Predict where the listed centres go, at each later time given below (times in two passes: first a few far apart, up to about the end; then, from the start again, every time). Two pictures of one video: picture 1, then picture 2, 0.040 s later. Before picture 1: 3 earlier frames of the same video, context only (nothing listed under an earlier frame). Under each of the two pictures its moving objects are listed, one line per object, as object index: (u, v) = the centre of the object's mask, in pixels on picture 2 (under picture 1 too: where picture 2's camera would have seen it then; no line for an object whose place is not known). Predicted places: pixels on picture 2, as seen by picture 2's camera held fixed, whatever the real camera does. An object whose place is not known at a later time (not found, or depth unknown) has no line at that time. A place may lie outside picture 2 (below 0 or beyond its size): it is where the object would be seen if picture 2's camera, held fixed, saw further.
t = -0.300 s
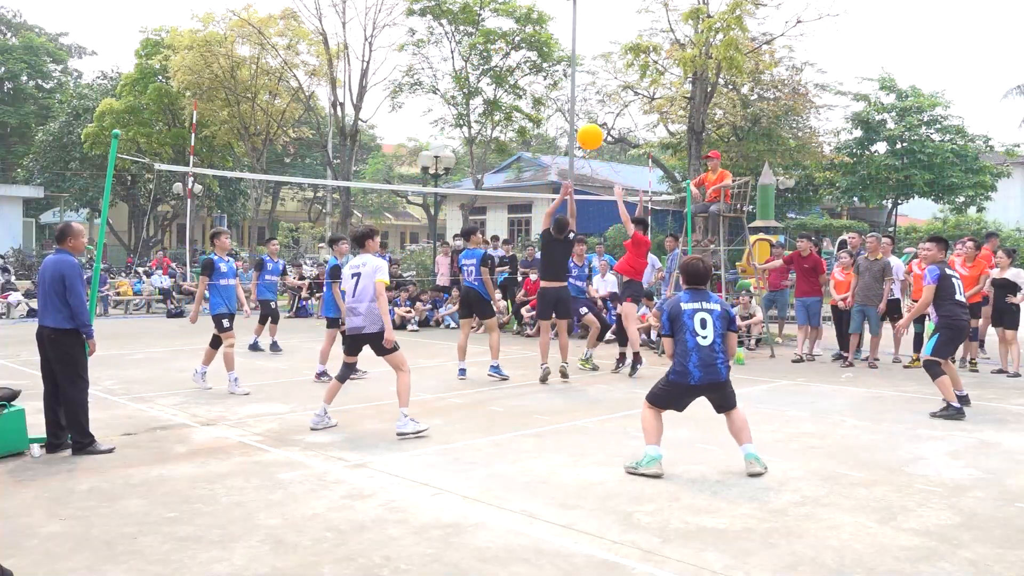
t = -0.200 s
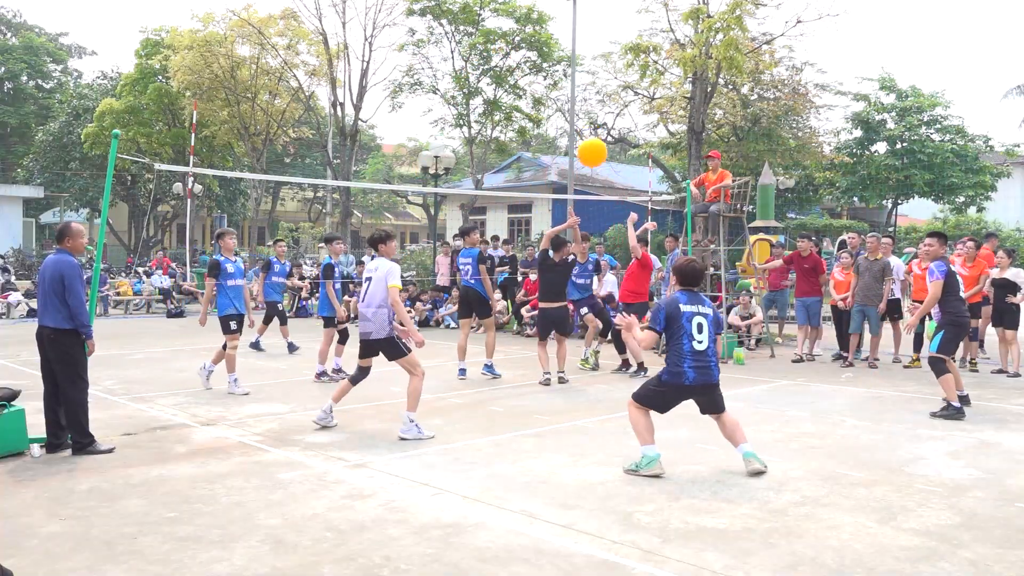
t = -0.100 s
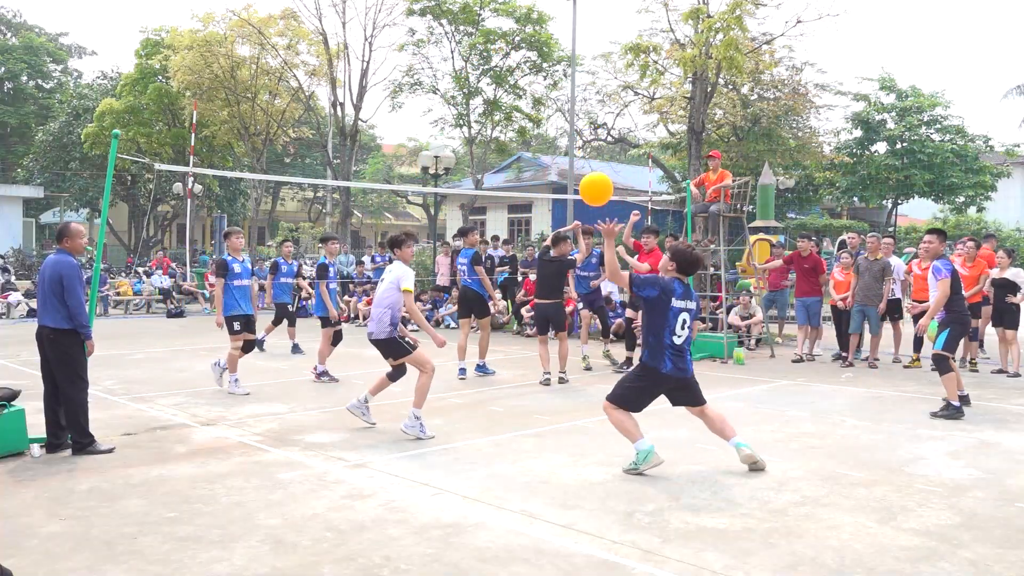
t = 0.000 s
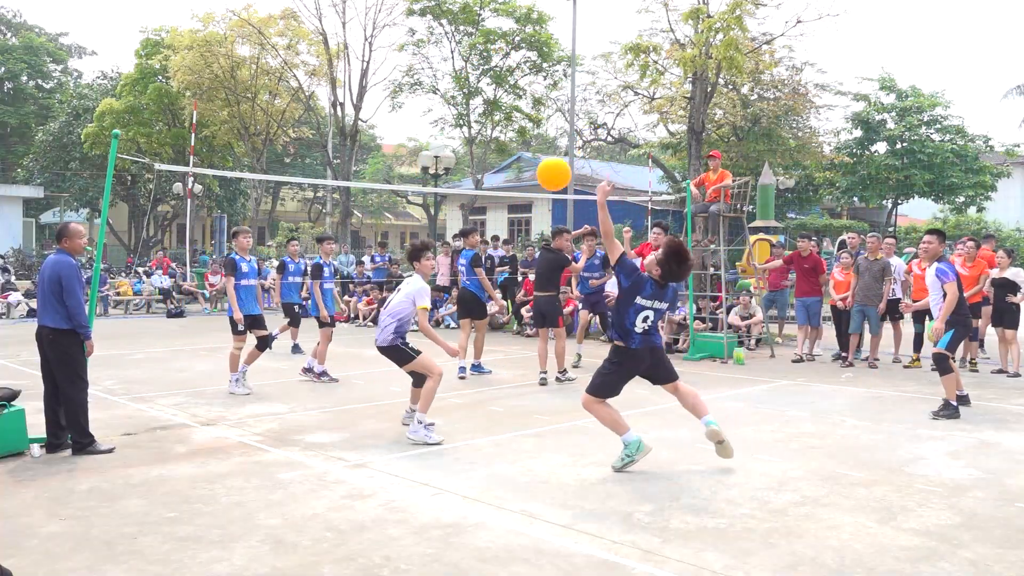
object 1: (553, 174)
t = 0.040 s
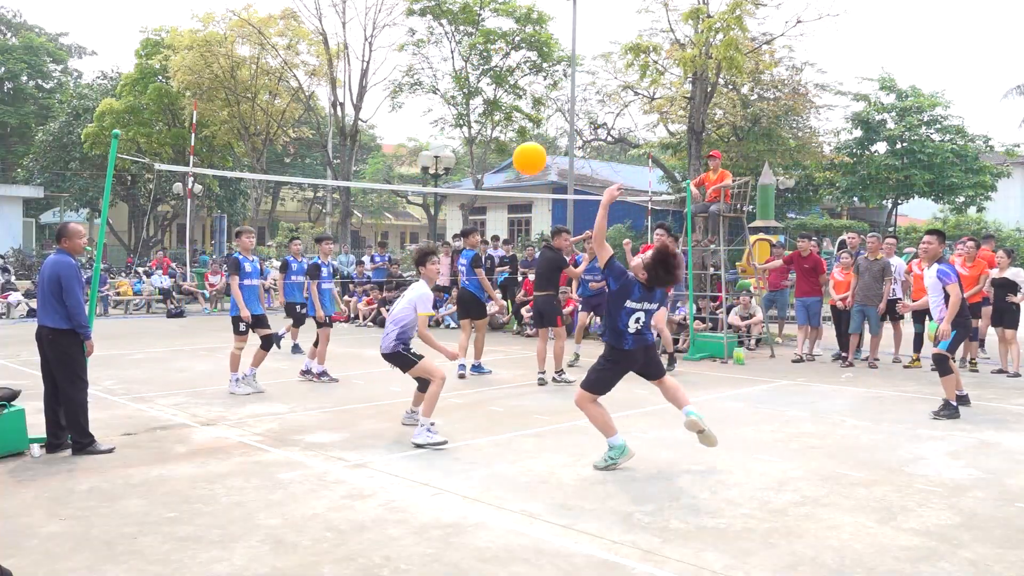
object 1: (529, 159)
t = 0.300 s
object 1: (398, 122)
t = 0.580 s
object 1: (293, 177)
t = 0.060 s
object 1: (518, 152)
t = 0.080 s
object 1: (507, 146)
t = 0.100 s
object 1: (496, 141)
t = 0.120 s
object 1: (485, 136)
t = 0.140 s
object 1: (475, 133)
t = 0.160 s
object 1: (464, 129)
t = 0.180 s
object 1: (454, 126)
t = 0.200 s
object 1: (444, 125)
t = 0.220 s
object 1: (435, 123)
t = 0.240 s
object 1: (425, 122)
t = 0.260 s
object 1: (416, 121)
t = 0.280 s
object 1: (406, 122)
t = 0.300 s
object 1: (398, 122)
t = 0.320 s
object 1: (389, 123)
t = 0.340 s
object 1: (380, 125)
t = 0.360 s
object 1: (372, 128)
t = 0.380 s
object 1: (364, 130)
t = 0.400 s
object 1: (357, 133)
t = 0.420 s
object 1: (349, 136)
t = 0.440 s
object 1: (342, 140)
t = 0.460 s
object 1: (334, 144)
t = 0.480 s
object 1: (327, 149)
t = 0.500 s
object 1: (320, 154)
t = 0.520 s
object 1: (313, 159)
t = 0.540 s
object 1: (306, 164)
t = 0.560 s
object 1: (300, 171)
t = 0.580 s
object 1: (293, 177)
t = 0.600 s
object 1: (286, 184)
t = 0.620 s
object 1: (280, 191)
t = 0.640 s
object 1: (276, 198)
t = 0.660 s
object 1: (271, 204)
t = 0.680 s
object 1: (268, 210)
